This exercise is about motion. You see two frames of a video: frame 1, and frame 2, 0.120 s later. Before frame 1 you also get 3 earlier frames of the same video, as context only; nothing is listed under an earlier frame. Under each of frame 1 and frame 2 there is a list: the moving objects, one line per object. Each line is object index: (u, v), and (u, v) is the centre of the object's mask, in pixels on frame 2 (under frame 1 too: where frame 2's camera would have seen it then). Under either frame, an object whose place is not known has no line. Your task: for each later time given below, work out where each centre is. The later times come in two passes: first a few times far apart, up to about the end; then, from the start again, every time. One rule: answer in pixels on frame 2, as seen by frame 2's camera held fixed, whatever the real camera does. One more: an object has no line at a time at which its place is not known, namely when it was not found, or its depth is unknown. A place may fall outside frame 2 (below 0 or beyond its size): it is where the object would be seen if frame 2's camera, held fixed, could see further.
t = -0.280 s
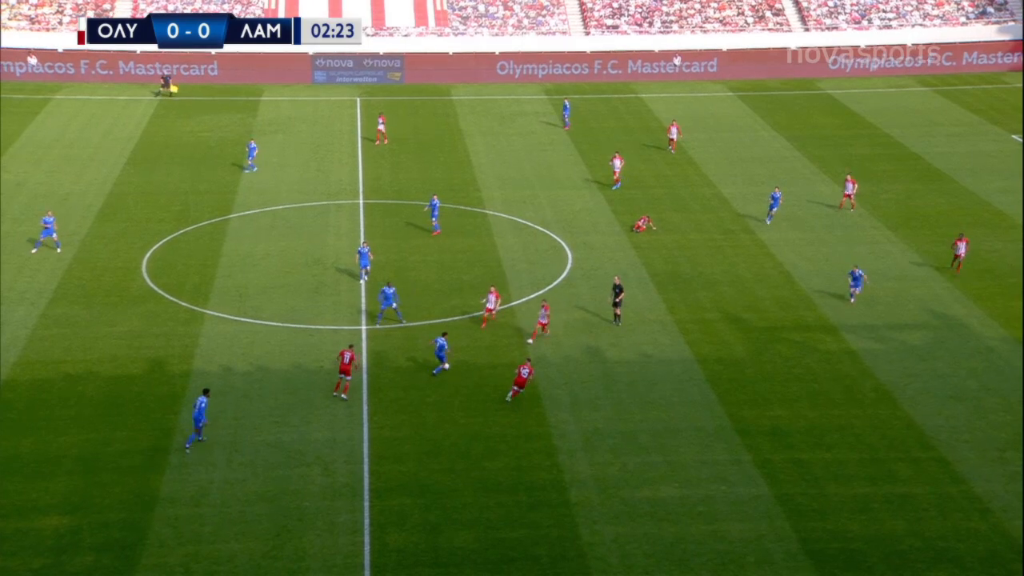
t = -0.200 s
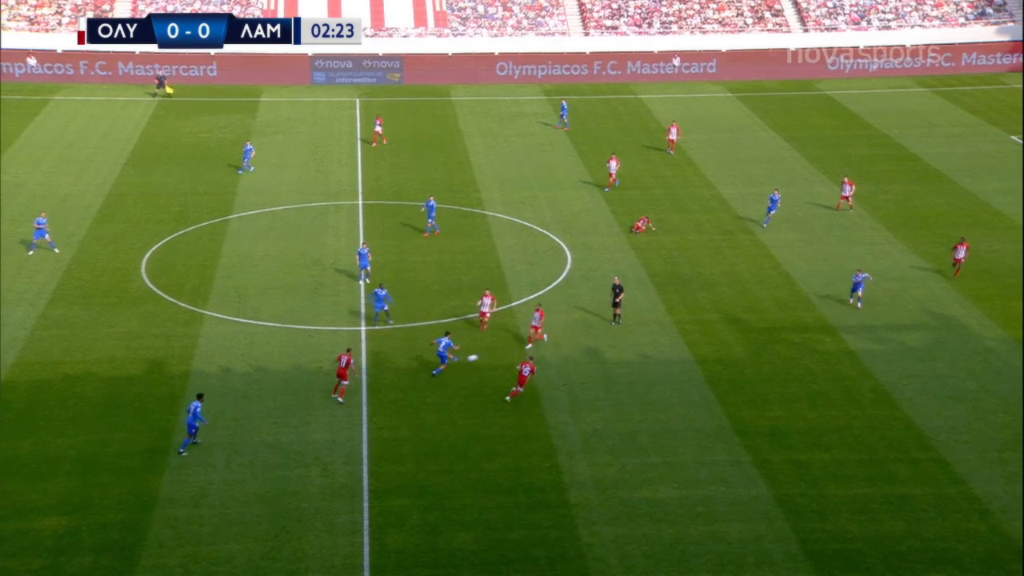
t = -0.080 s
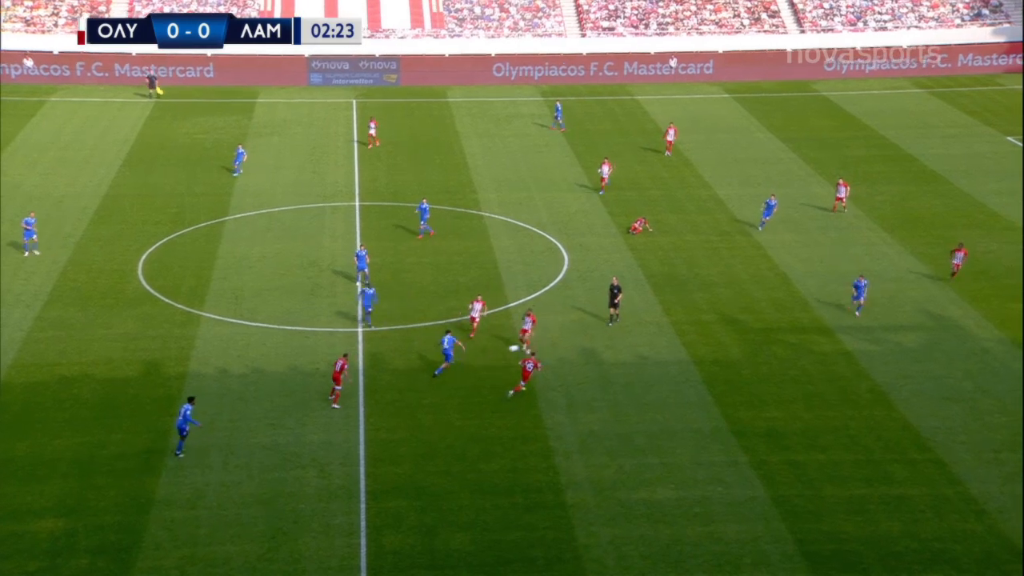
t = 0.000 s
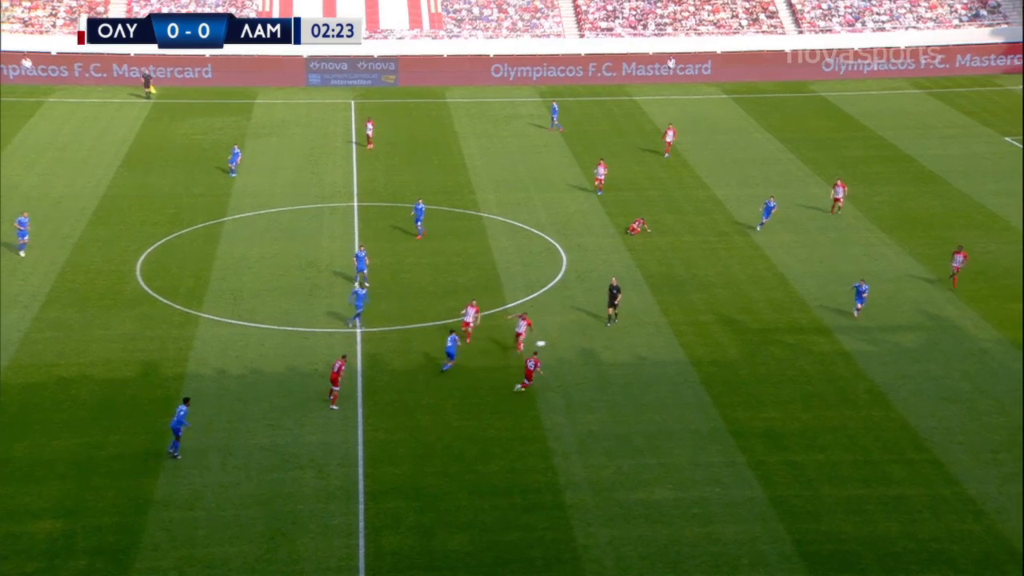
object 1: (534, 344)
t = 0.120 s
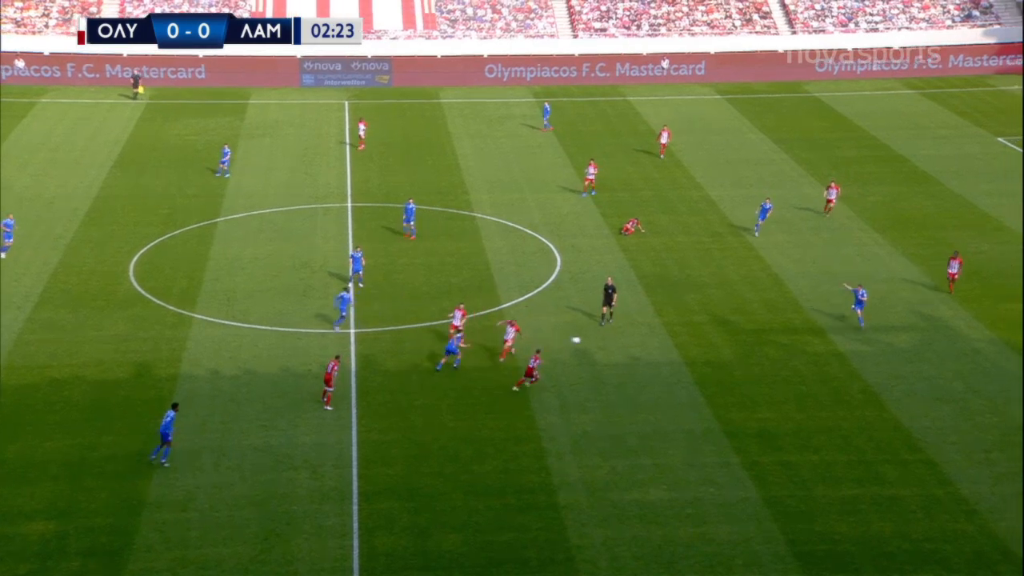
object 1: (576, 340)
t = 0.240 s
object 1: (615, 339)
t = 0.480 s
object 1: (691, 350)
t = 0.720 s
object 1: (754, 342)
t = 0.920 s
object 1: (804, 345)
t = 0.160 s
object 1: (589, 339)
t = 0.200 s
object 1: (602, 339)
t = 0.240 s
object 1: (615, 339)
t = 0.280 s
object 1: (629, 340)
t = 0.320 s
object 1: (641, 342)
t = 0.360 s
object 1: (654, 342)
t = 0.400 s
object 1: (666, 345)
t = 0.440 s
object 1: (679, 347)
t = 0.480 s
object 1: (691, 350)
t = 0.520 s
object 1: (702, 351)
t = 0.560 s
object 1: (713, 349)
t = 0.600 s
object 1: (724, 346)
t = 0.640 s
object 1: (734, 345)
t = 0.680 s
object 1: (744, 343)
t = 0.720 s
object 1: (754, 342)
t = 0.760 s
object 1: (765, 342)
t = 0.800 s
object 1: (774, 342)
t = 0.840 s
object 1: (785, 342)
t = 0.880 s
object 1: (794, 343)
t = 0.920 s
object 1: (804, 345)
